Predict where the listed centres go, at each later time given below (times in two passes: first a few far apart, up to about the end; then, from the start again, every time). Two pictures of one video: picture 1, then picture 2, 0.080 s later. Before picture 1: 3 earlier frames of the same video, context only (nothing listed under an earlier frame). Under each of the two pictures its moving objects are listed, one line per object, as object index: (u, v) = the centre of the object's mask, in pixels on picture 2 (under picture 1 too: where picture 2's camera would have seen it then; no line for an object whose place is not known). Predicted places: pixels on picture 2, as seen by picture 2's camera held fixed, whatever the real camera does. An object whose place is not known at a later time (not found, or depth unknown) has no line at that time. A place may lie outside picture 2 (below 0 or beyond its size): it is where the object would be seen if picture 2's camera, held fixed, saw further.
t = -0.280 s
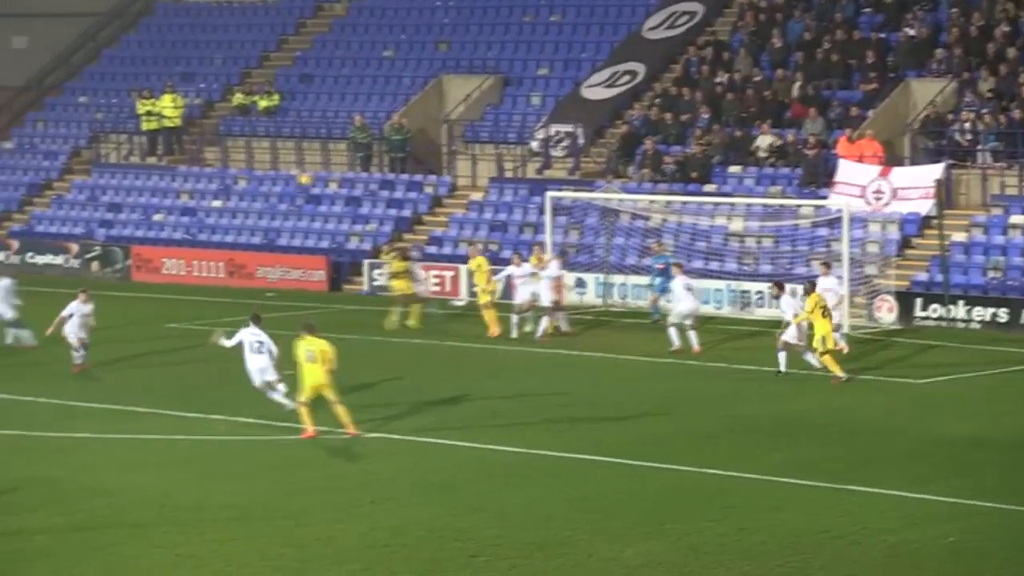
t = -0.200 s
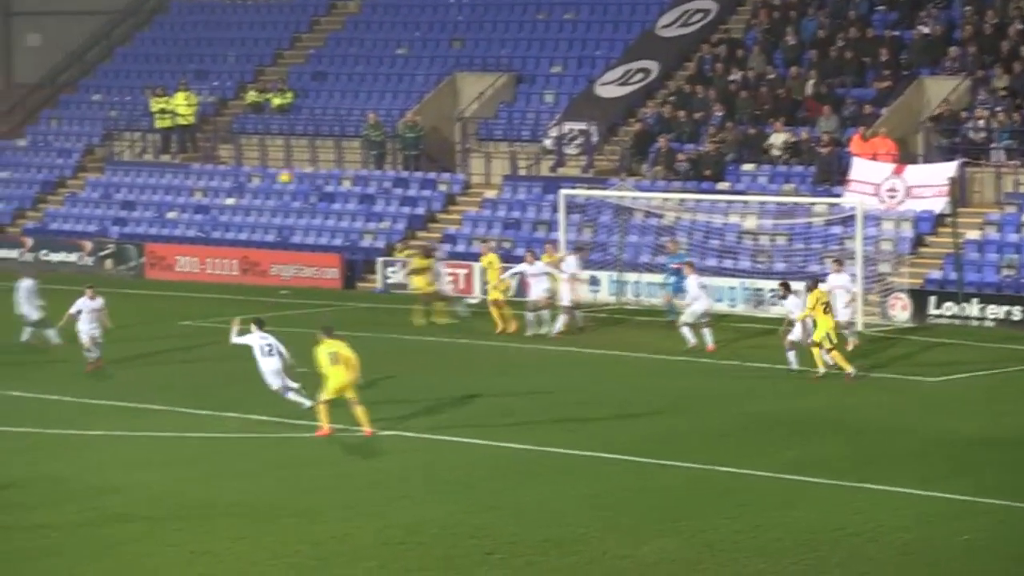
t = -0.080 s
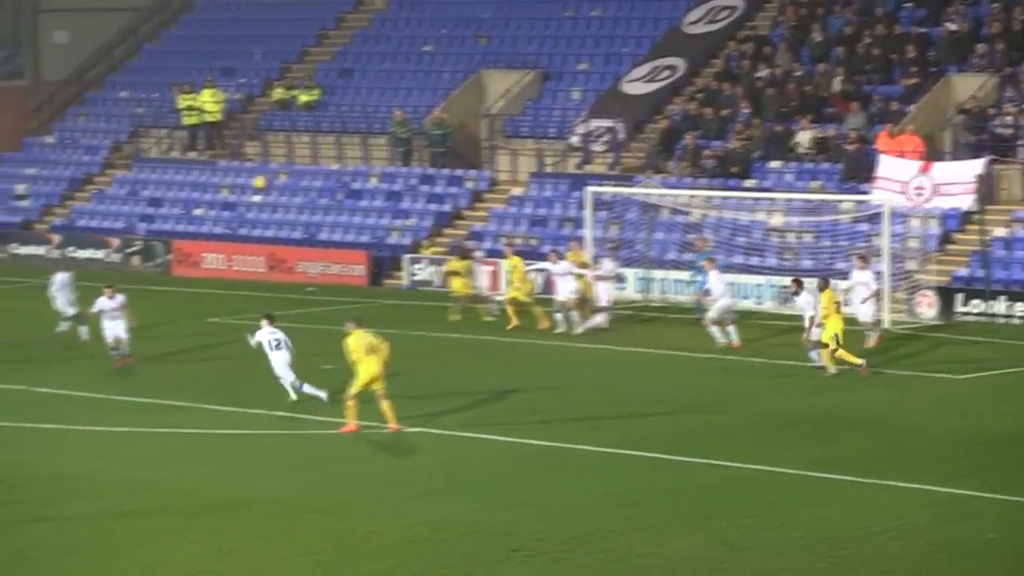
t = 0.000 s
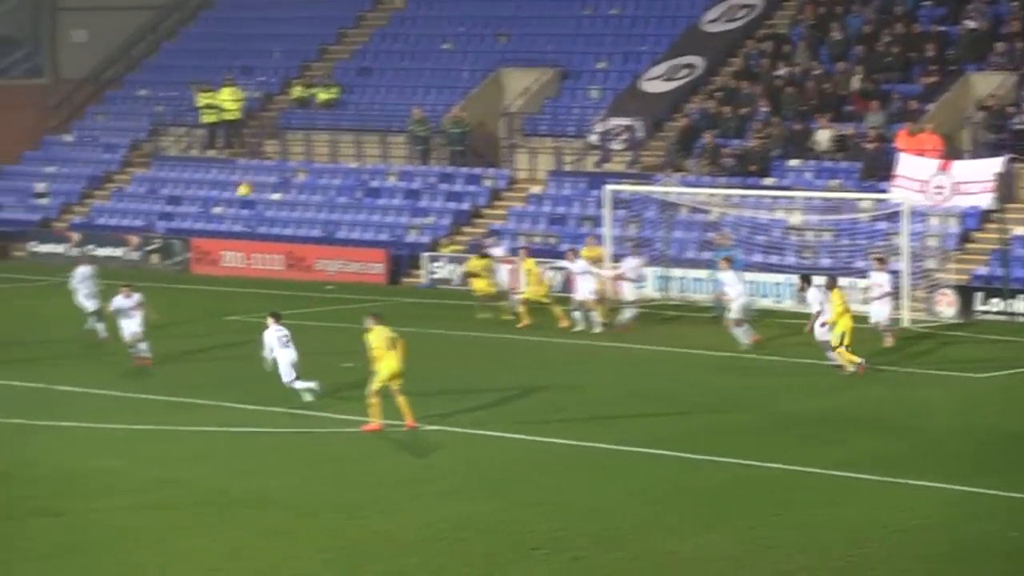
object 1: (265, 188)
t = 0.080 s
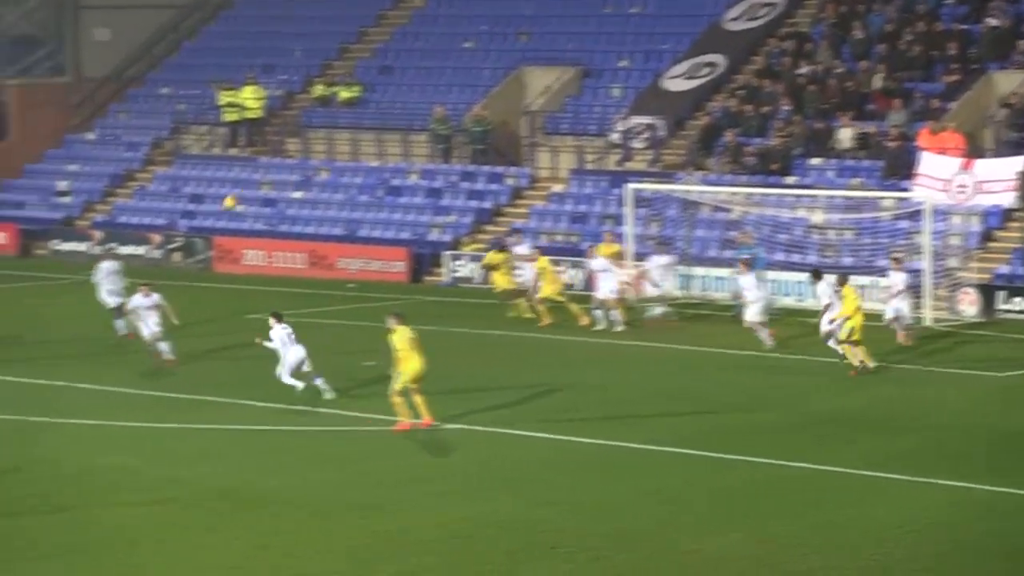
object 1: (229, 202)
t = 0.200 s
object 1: (173, 231)
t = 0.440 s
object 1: (64, 315)
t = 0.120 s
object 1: (211, 210)
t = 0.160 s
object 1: (192, 220)
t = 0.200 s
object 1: (173, 231)
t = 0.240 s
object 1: (156, 240)
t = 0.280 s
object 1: (137, 255)
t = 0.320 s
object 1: (118, 266)
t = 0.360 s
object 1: (101, 282)
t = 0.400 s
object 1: (83, 297)
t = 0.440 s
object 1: (64, 315)
